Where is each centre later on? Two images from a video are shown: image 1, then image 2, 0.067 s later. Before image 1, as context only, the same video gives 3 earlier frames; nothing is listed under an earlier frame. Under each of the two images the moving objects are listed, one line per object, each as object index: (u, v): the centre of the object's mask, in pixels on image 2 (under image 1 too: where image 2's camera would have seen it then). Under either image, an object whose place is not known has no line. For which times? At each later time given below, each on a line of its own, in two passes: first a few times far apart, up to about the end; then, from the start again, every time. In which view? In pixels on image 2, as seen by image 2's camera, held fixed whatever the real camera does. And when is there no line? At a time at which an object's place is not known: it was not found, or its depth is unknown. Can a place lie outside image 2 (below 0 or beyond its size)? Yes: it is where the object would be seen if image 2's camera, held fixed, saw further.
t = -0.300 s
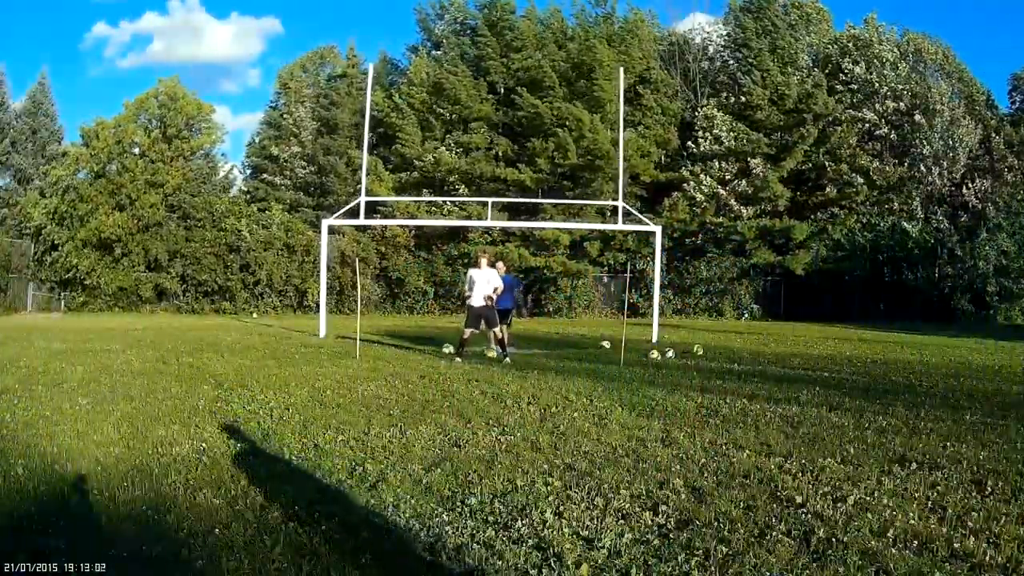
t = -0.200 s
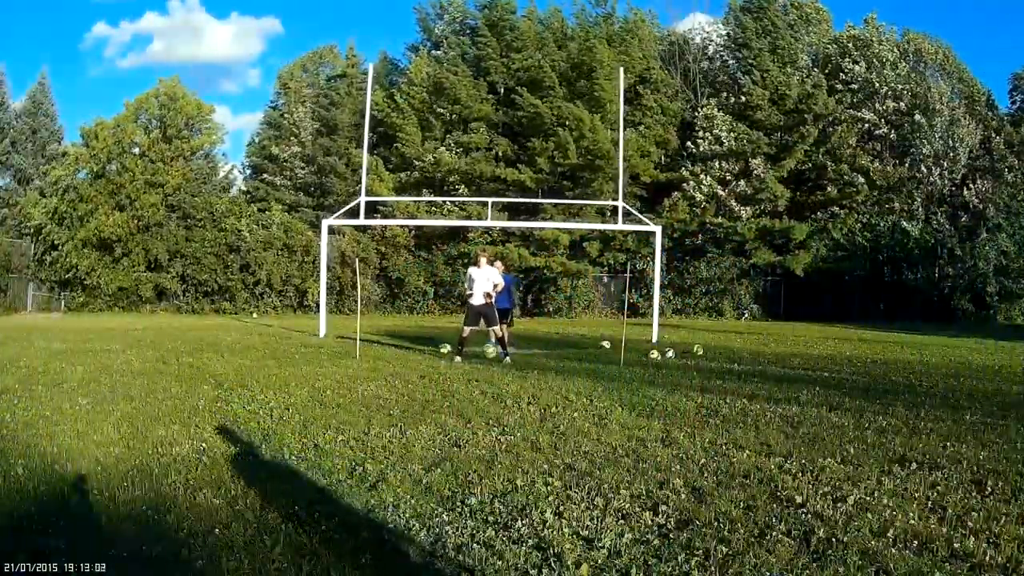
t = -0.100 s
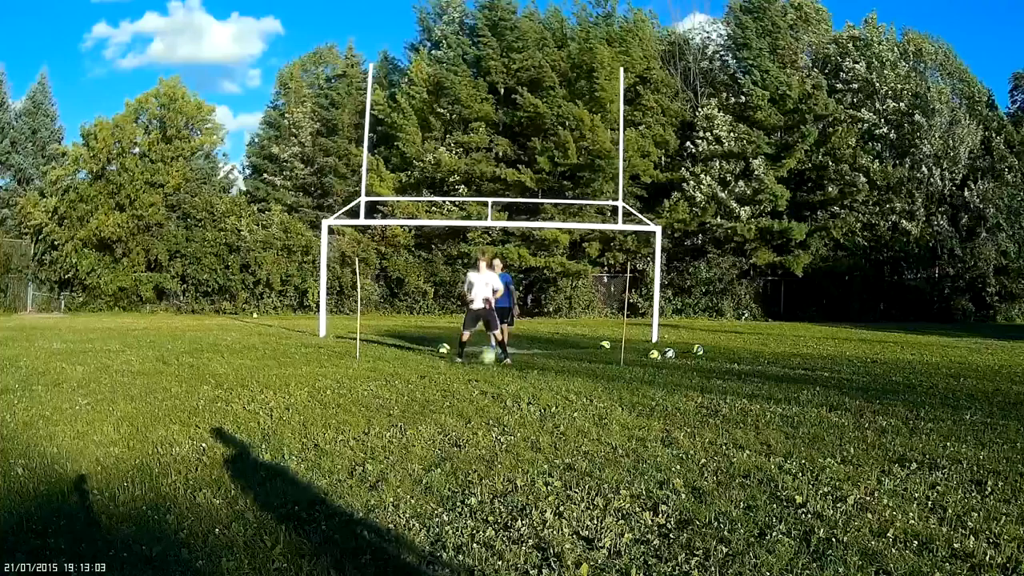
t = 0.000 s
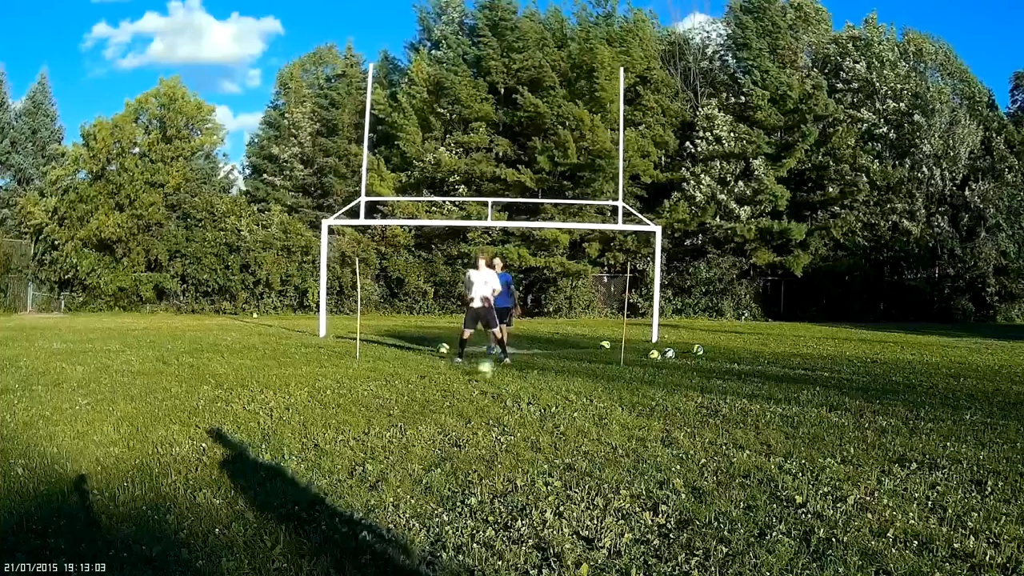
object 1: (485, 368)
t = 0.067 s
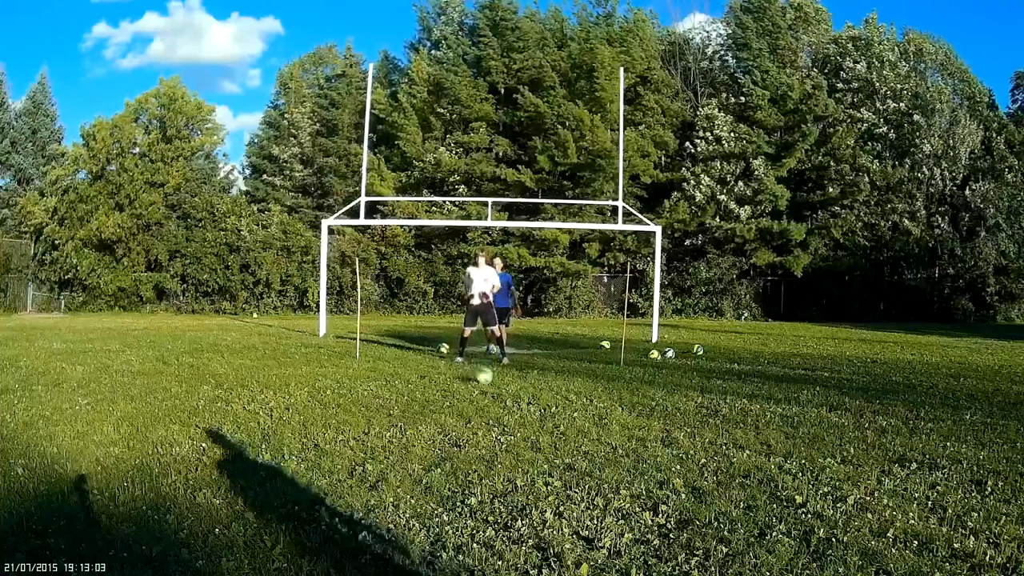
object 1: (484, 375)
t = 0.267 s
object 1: (481, 384)
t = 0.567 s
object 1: (478, 424)
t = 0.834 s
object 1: (476, 468)
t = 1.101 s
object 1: (476, 538)
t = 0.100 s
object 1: (483, 375)
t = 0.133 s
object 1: (483, 375)
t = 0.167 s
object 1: (482, 375)
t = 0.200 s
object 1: (483, 375)
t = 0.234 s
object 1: (482, 379)
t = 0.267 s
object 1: (481, 384)
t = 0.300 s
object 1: (481, 389)
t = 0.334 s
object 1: (480, 396)
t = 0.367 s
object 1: (479, 399)
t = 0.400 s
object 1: (479, 402)
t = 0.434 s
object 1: (479, 404)
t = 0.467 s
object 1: (479, 407)
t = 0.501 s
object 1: (478, 411)
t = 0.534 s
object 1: (479, 419)
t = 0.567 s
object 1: (478, 424)
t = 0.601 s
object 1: (478, 426)
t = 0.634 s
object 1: (478, 427)
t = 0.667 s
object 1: (478, 432)
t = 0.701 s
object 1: (478, 435)
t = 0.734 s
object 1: (476, 444)
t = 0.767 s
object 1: (477, 452)
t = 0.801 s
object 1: (476, 460)
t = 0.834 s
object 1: (476, 468)
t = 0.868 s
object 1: (475, 472)
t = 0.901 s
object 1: (475, 476)
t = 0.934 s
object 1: (474, 486)
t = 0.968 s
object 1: (475, 500)
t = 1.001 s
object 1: (474, 512)
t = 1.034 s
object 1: (474, 522)
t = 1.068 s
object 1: (474, 529)
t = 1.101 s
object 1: (476, 538)
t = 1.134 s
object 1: (476, 547)
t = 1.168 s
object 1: (478, 556)
